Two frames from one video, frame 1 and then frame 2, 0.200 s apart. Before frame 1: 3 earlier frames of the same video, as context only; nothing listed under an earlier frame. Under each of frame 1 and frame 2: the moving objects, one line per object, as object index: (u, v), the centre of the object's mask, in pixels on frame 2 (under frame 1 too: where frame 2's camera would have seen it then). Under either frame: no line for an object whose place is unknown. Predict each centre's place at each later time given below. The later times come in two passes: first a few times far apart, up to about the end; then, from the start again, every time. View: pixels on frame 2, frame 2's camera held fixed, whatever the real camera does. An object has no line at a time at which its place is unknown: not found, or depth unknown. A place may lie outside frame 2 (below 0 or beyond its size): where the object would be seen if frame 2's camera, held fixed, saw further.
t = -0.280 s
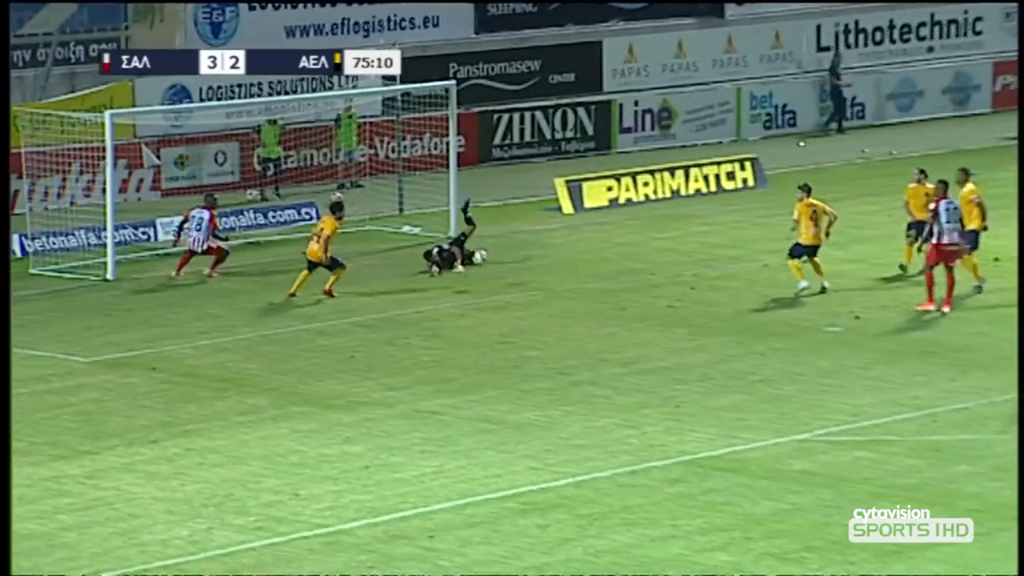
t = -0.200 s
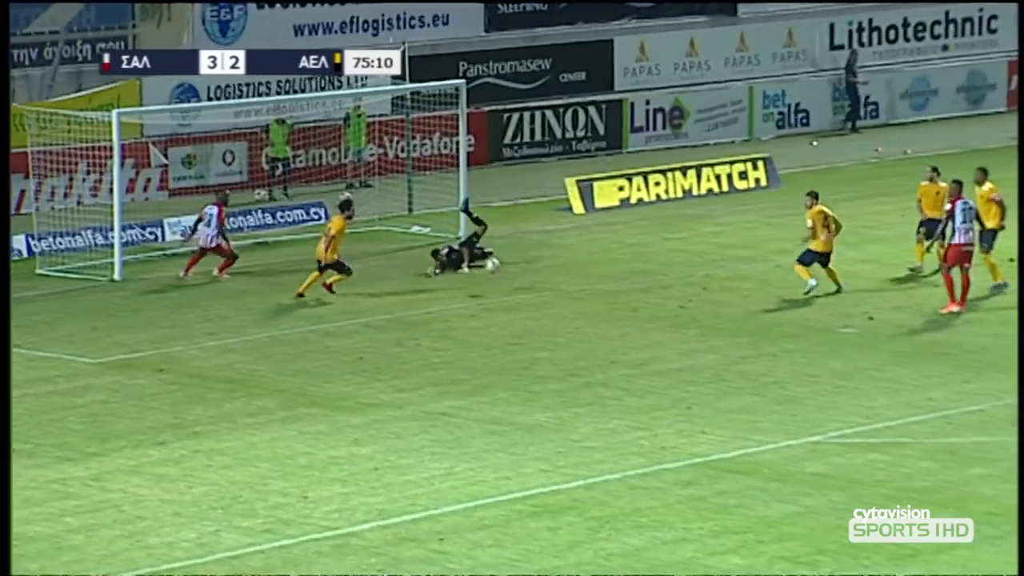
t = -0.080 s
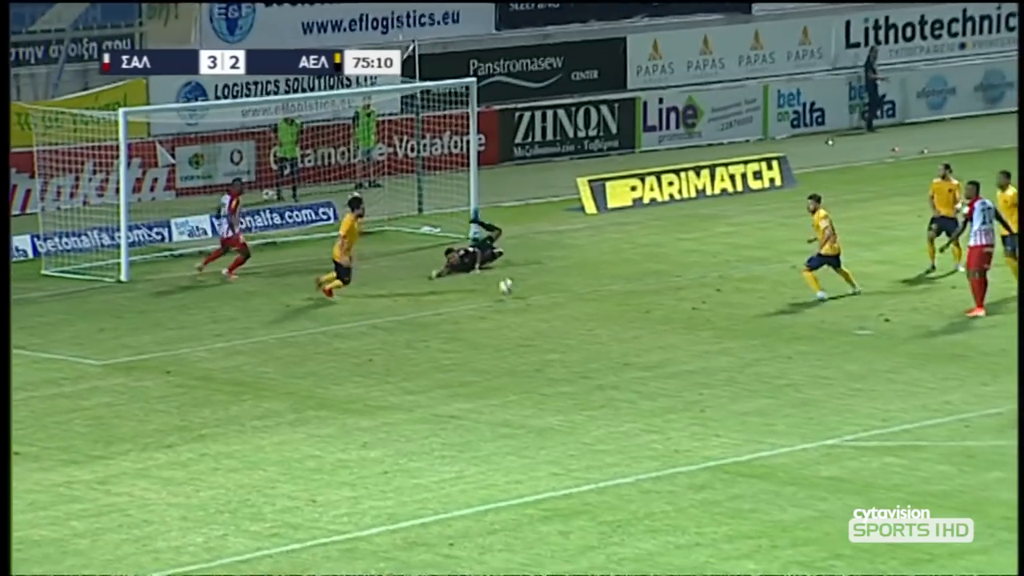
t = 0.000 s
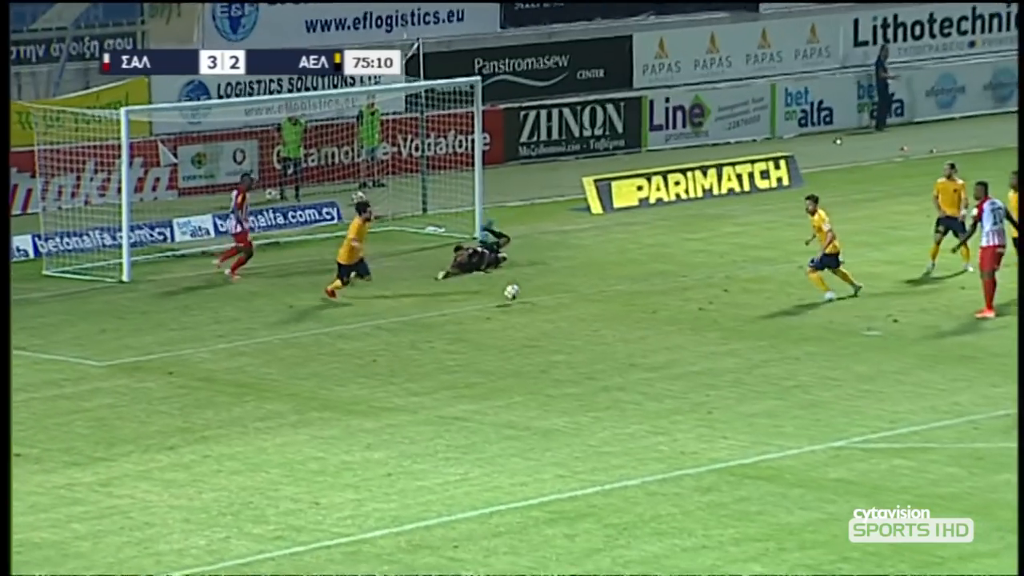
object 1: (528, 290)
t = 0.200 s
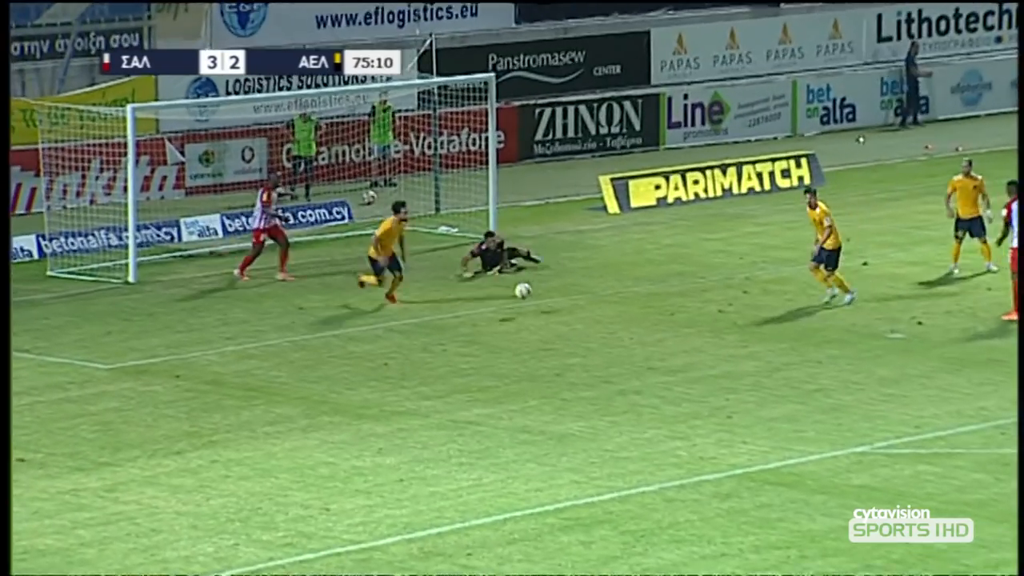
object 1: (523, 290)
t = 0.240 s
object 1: (521, 292)
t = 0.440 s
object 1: (519, 314)
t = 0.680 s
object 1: (514, 329)
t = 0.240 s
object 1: (521, 292)
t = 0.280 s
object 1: (522, 295)
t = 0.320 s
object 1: (521, 301)
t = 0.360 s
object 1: (521, 306)
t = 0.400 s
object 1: (520, 314)
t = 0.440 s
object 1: (519, 314)
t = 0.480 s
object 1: (518, 315)
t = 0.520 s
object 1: (518, 314)
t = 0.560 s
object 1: (518, 316)
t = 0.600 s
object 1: (517, 319)
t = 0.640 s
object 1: (515, 324)
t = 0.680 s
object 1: (514, 329)
